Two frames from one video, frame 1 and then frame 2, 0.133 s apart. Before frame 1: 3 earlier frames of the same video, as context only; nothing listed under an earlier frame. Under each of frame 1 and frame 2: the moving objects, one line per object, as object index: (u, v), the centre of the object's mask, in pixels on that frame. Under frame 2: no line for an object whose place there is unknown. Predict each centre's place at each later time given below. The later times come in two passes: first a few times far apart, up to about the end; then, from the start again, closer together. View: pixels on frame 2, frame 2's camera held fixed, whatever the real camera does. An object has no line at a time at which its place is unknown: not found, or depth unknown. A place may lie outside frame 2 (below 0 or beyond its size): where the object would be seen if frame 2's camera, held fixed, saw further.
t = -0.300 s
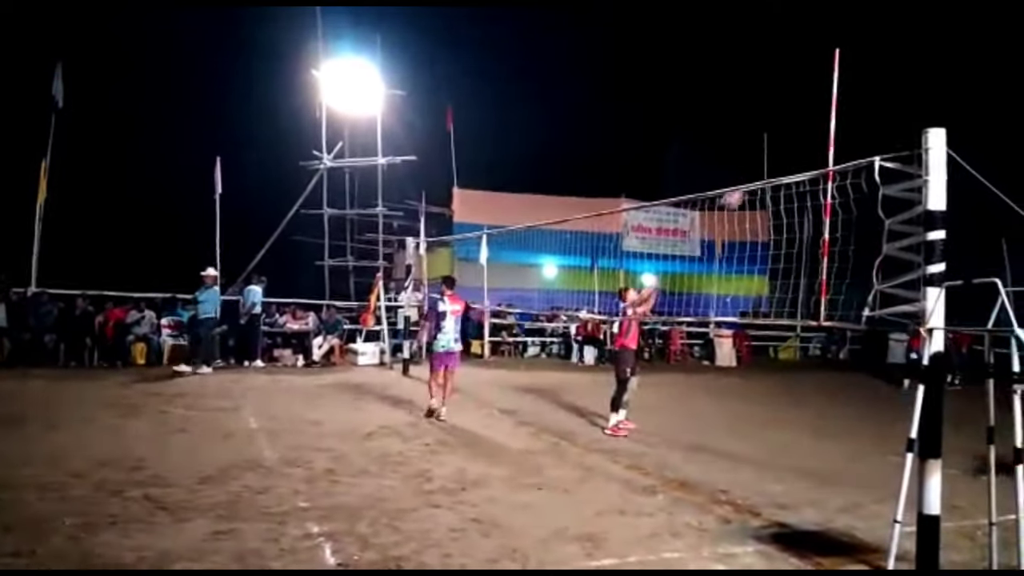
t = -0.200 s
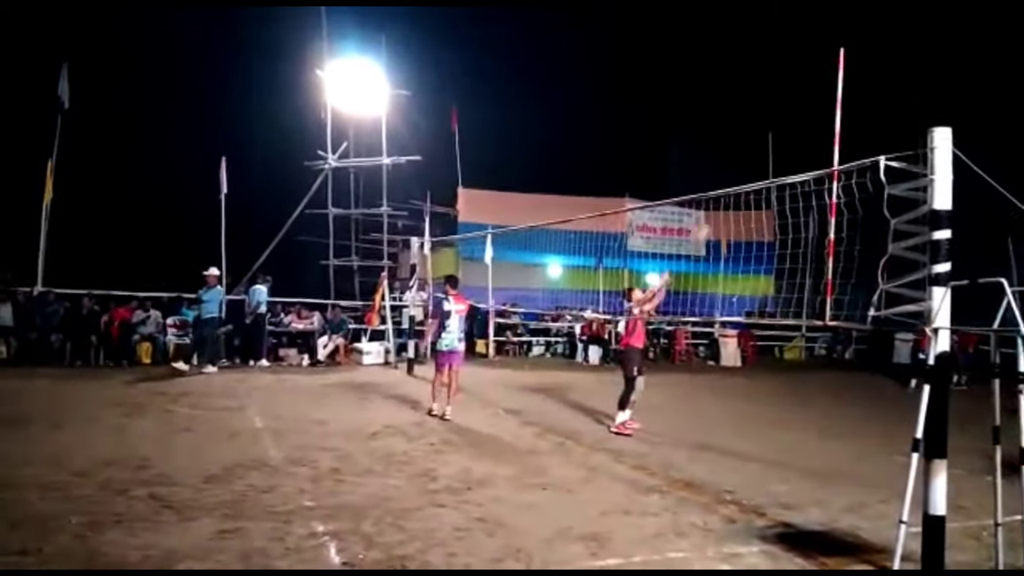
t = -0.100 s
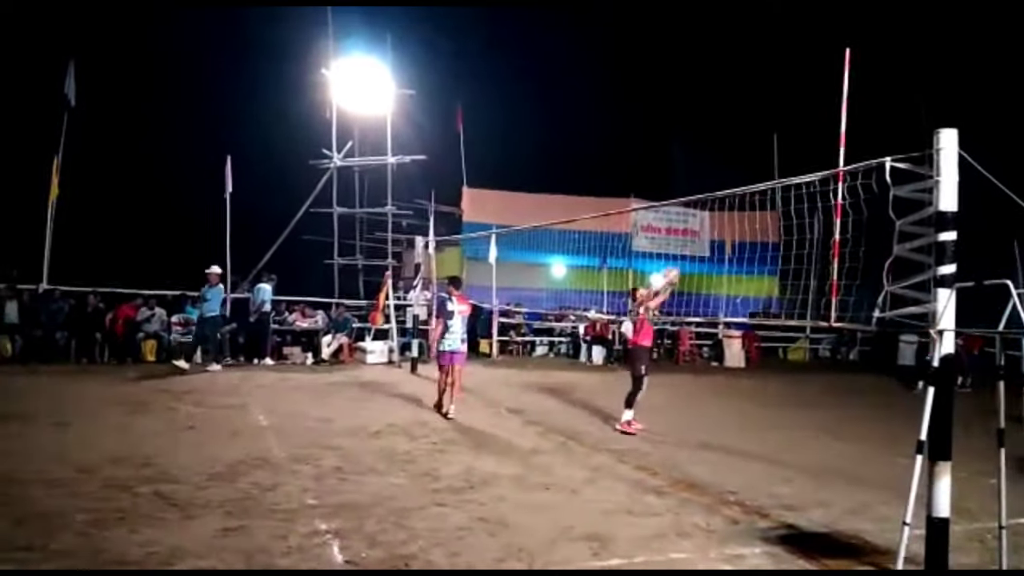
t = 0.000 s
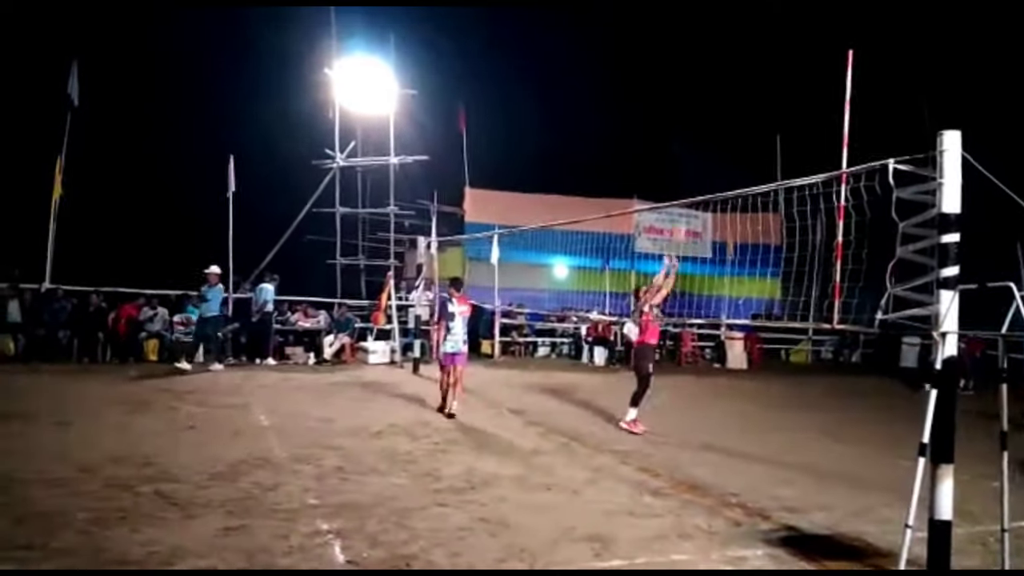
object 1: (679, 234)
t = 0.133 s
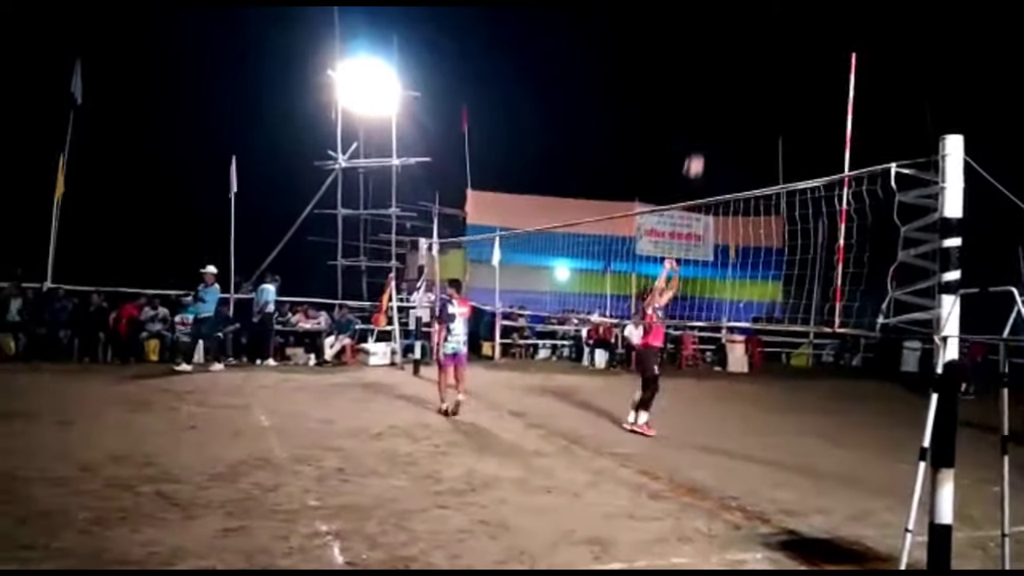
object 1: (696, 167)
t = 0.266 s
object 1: (710, 112)
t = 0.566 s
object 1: (738, 40)
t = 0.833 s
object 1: (759, 40)
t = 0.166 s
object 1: (699, 153)
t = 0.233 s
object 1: (707, 125)
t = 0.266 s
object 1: (710, 112)
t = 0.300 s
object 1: (713, 101)
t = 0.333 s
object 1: (717, 90)
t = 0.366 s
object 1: (720, 80)
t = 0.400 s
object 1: (723, 71)
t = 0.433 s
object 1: (726, 63)
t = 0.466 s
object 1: (729, 56)
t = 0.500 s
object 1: (732, 50)
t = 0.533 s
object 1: (735, 45)
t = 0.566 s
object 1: (738, 40)
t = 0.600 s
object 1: (741, 36)
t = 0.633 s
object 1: (744, 34)
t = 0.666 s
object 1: (747, 33)
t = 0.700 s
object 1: (750, 32)
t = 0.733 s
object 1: (752, 32)
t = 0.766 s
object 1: (755, 33)
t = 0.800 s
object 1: (757, 36)
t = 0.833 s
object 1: (759, 40)
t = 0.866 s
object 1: (762, 44)
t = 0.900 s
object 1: (764, 49)
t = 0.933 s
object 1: (767, 56)
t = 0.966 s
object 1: (770, 64)
